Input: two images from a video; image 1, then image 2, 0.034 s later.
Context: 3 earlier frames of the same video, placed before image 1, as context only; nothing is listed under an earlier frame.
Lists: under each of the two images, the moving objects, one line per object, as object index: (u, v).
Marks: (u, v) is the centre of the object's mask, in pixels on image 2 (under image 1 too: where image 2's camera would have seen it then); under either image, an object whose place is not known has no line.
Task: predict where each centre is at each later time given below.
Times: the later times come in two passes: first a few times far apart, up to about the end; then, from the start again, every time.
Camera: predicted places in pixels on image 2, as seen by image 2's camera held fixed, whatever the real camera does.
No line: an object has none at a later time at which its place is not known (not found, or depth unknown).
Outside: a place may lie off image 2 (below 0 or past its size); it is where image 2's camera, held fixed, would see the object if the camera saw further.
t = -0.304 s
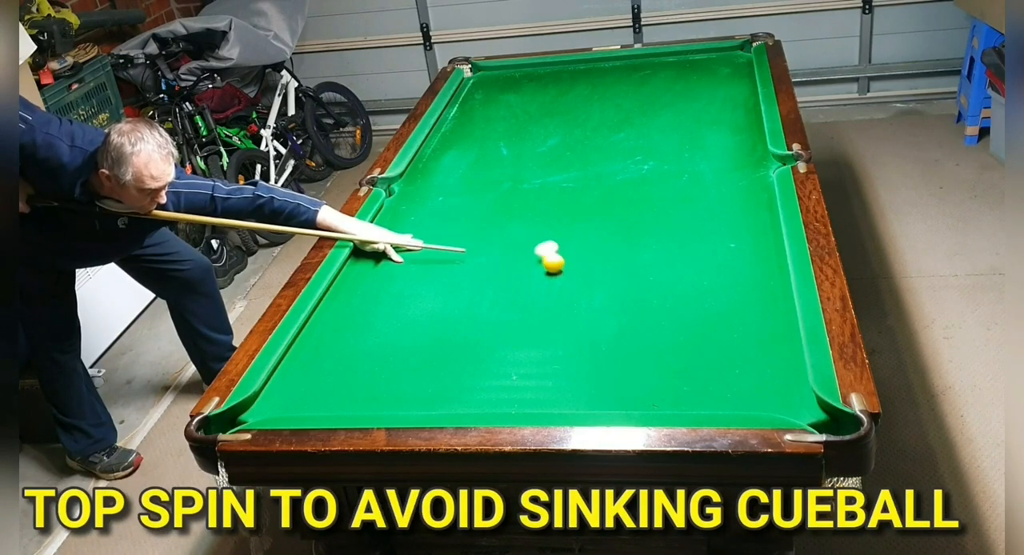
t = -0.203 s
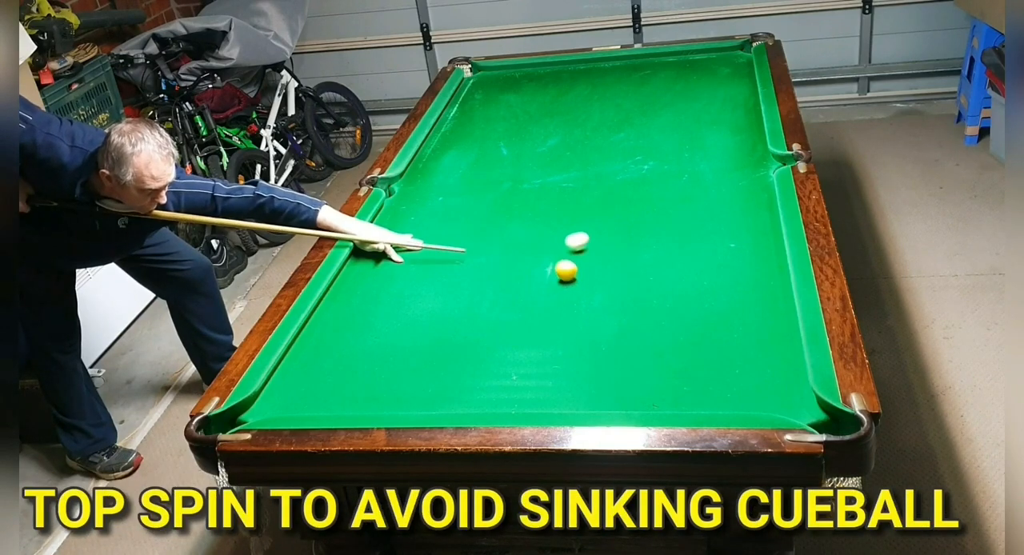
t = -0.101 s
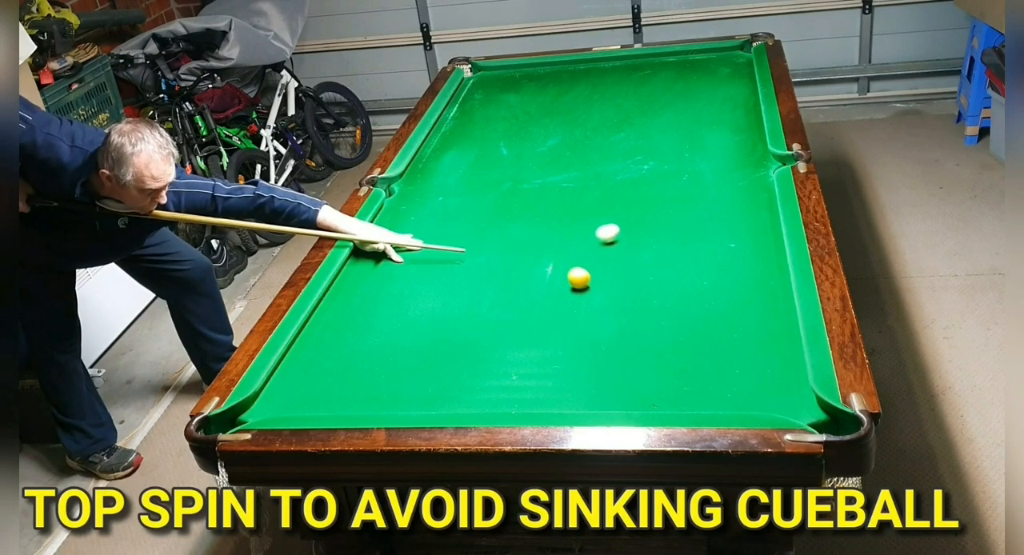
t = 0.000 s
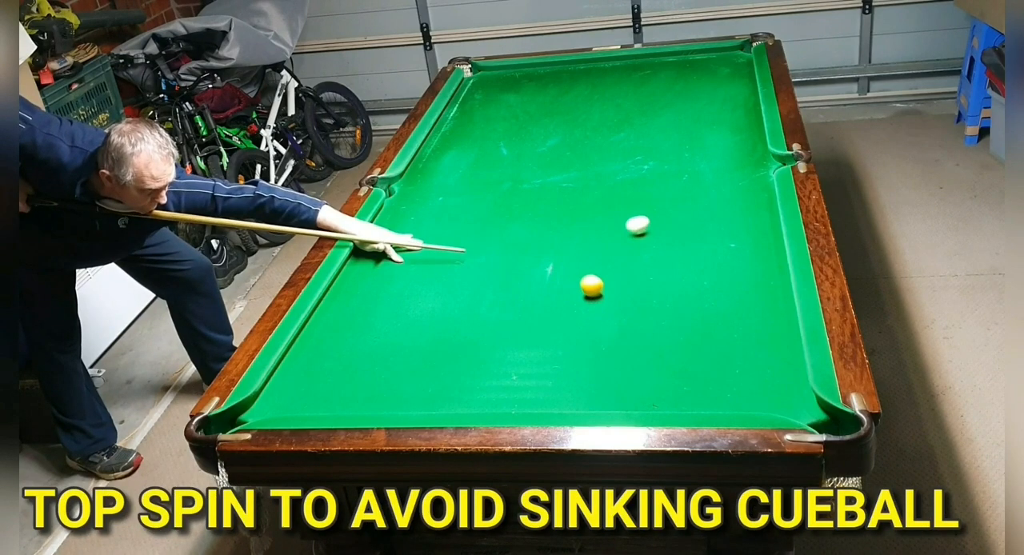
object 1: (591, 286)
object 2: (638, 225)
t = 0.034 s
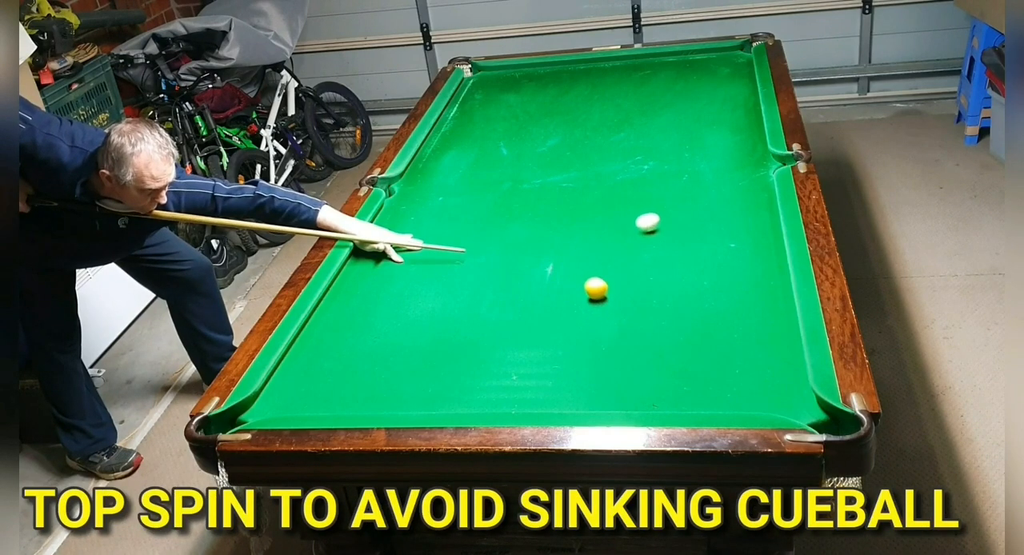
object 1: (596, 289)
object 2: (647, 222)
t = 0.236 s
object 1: (623, 305)
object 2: (705, 207)
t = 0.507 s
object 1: (659, 327)
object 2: (759, 189)
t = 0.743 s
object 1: (693, 347)
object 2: (724, 183)
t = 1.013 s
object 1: (732, 370)
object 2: (689, 176)
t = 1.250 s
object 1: (767, 390)
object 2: (662, 171)
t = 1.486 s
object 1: (803, 410)
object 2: (639, 166)
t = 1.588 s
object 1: (819, 424)
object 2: (630, 164)
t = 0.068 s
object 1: (600, 292)
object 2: (657, 220)
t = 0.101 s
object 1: (605, 294)
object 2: (667, 217)
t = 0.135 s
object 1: (609, 297)
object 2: (677, 214)
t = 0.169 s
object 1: (614, 299)
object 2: (686, 212)
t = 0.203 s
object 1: (618, 302)
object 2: (695, 209)
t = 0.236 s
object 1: (623, 305)
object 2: (705, 207)
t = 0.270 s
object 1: (627, 308)
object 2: (714, 204)
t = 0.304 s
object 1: (632, 310)
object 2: (723, 202)
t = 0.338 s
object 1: (636, 313)
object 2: (732, 199)
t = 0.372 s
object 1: (641, 316)
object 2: (741, 197)
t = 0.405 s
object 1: (645, 318)
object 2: (750, 195)
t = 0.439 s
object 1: (650, 321)
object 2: (759, 192)
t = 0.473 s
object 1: (655, 324)
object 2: (764, 190)
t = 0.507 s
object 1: (659, 327)
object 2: (759, 189)
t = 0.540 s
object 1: (664, 330)
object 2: (753, 188)
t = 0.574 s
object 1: (669, 332)
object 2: (748, 187)
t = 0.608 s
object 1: (674, 335)
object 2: (743, 187)
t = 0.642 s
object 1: (678, 338)
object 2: (738, 186)
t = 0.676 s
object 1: (683, 341)
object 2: (733, 185)
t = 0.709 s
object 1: (688, 344)
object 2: (728, 184)
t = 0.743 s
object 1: (693, 347)
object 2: (724, 183)
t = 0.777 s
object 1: (698, 349)
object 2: (719, 182)
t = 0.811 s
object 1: (703, 352)
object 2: (714, 181)
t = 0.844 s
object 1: (707, 355)
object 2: (710, 180)
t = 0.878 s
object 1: (712, 358)
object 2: (706, 179)
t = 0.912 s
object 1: (717, 361)
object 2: (701, 178)
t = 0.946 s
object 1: (722, 364)
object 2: (697, 178)
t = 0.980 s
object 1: (727, 367)
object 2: (693, 177)
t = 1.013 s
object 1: (732, 370)
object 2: (689, 176)
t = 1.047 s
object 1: (737, 373)
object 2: (685, 175)
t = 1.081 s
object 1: (742, 376)
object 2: (681, 174)
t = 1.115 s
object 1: (747, 378)
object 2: (677, 173)
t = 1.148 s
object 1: (752, 381)
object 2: (673, 173)
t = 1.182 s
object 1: (757, 384)
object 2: (670, 172)
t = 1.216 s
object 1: (762, 387)
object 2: (666, 171)
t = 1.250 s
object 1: (767, 390)
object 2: (662, 171)
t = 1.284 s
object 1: (772, 393)
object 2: (659, 170)
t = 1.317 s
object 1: (777, 396)
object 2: (655, 169)
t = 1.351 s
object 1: (782, 399)
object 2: (652, 168)
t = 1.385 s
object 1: (787, 402)
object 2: (649, 168)
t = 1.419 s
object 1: (792, 404)
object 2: (645, 167)
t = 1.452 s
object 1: (798, 407)
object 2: (642, 166)
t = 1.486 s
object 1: (803, 410)
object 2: (639, 166)
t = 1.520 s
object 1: (808, 413)
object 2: (636, 165)
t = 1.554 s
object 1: (814, 418)
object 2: (633, 165)
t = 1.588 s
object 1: (819, 424)
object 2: (630, 164)
